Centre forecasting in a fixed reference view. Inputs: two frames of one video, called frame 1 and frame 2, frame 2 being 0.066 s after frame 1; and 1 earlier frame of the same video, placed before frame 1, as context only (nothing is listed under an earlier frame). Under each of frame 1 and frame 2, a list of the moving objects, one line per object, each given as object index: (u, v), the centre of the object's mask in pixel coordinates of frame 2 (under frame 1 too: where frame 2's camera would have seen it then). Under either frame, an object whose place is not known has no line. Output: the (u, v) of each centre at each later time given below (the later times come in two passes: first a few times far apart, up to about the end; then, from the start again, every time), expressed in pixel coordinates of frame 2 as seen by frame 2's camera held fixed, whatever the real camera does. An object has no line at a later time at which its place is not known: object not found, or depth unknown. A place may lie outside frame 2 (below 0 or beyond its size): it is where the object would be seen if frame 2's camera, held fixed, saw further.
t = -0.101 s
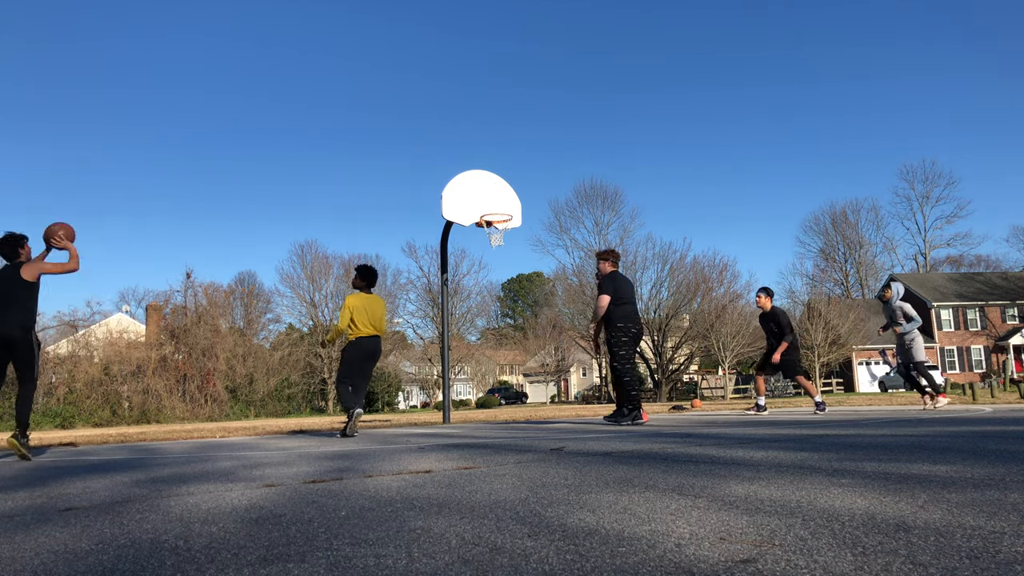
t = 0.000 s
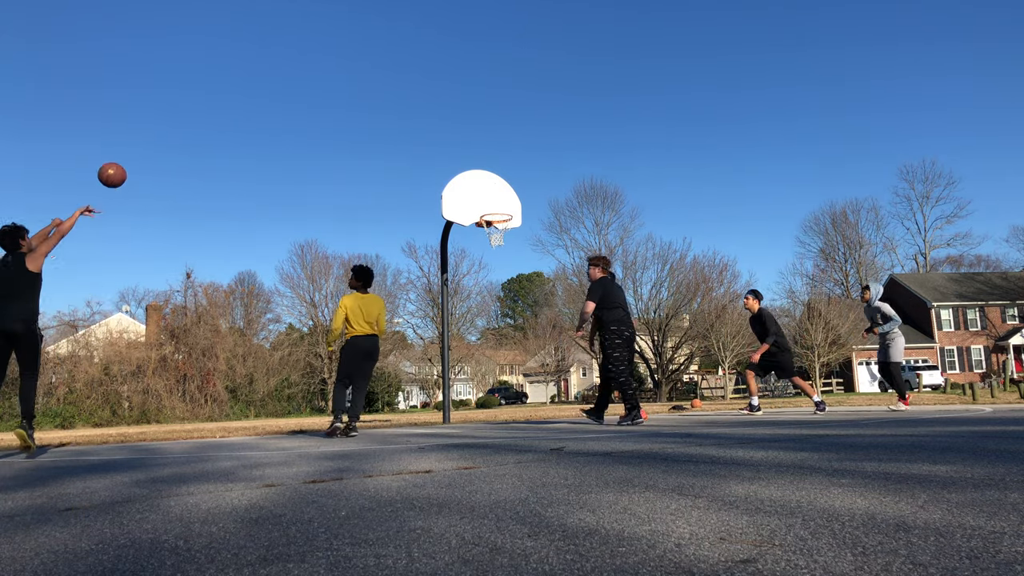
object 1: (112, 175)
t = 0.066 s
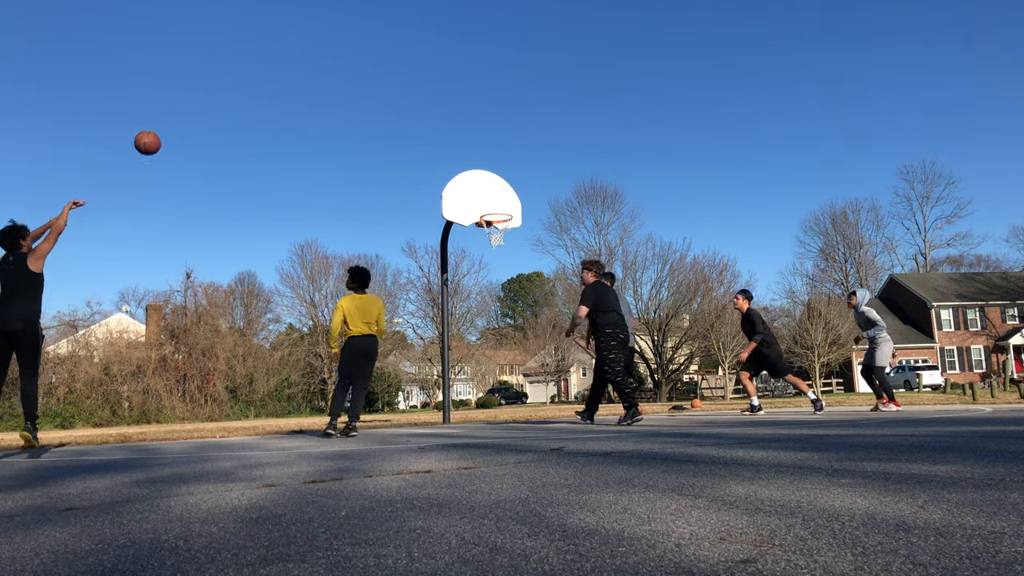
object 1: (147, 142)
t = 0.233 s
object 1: (223, 88)
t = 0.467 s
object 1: (308, 60)
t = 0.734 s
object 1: (387, 81)
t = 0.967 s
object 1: (448, 136)
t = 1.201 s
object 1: (496, 203)
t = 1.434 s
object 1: (517, 191)
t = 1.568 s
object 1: (529, 199)
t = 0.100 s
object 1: (164, 129)
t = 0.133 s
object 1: (179, 116)
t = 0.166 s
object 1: (195, 106)
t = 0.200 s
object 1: (209, 96)
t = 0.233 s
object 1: (223, 88)
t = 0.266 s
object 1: (236, 81)
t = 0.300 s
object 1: (249, 75)
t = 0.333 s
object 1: (262, 69)
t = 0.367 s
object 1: (274, 65)
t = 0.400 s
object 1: (285, 62)
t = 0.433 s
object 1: (296, 61)
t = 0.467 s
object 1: (308, 60)
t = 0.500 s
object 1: (318, 60)
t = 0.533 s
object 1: (329, 60)
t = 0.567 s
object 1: (339, 62)
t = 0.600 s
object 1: (349, 64)
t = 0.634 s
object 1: (359, 68)
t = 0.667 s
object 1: (368, 71)
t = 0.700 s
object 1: (378, 76)
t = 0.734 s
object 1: (387, 81)
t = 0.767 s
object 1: (396, 87)
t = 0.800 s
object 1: (405, 94)
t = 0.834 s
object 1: (414, 101)
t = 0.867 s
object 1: (422, 109)
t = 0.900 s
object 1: (431, 117)
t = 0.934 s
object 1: (439, 126)
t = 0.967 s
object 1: (448, 136)
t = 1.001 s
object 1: (456, 145)
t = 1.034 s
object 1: (463, 156)
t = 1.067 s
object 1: (471, 167)
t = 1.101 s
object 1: (478, 179)
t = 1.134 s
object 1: (486, 191)
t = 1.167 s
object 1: (493, 204)
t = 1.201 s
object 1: (496, 203)
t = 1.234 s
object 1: (499, 199)
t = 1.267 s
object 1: (502, 196)
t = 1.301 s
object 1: (505, 194)
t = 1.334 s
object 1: (508, 192)
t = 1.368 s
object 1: (511, 191)
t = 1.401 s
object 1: (514, 190)
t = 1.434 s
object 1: (517, 191)
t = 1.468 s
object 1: (520, 192)
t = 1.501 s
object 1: (523, 193)
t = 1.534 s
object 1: (526, 196)
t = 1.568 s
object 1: (529, 199)
